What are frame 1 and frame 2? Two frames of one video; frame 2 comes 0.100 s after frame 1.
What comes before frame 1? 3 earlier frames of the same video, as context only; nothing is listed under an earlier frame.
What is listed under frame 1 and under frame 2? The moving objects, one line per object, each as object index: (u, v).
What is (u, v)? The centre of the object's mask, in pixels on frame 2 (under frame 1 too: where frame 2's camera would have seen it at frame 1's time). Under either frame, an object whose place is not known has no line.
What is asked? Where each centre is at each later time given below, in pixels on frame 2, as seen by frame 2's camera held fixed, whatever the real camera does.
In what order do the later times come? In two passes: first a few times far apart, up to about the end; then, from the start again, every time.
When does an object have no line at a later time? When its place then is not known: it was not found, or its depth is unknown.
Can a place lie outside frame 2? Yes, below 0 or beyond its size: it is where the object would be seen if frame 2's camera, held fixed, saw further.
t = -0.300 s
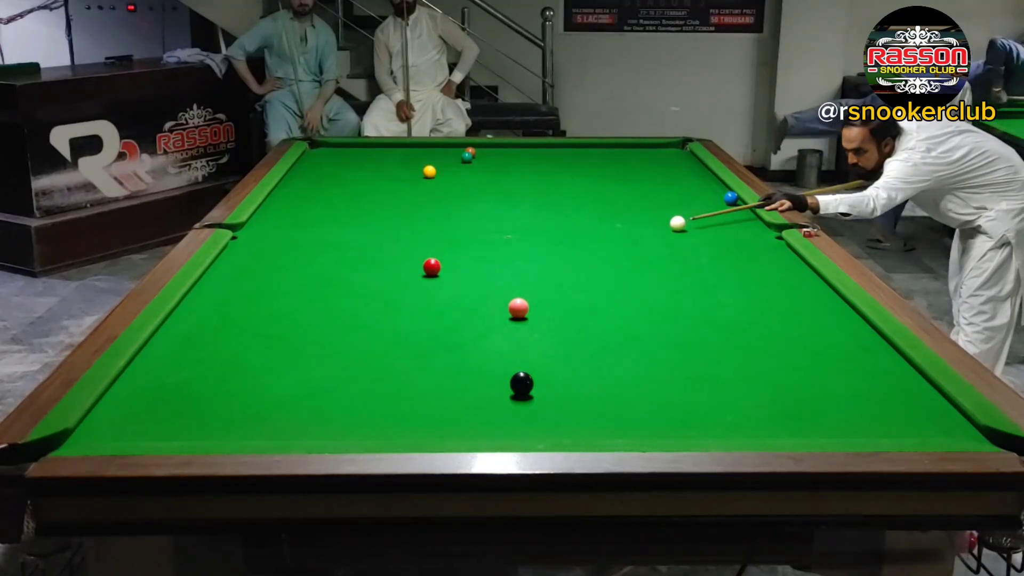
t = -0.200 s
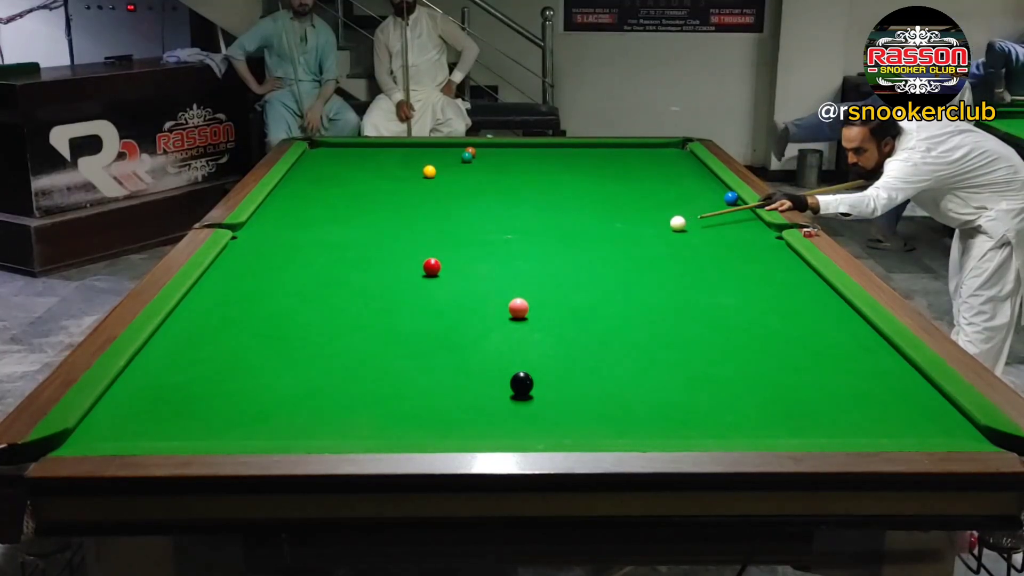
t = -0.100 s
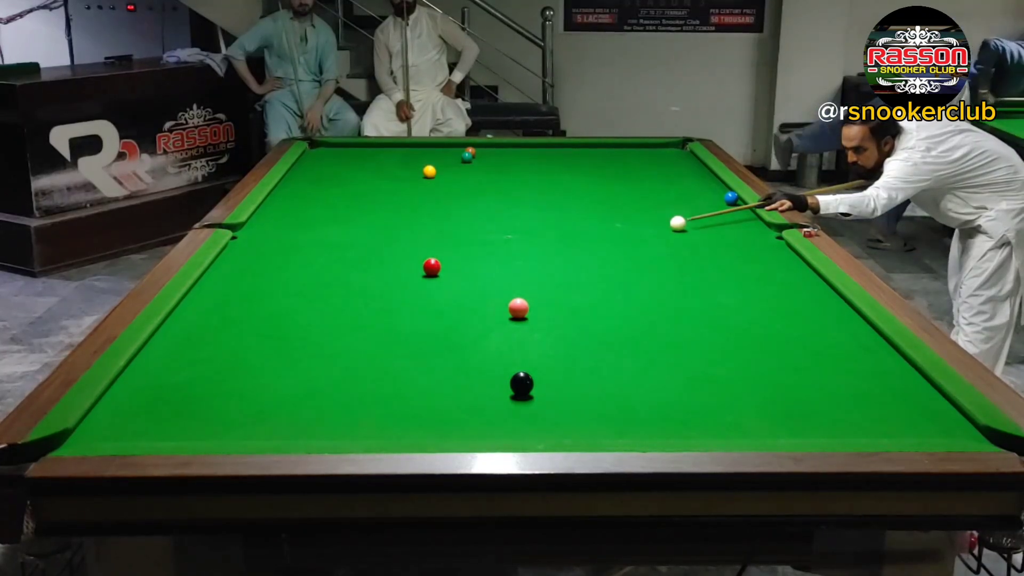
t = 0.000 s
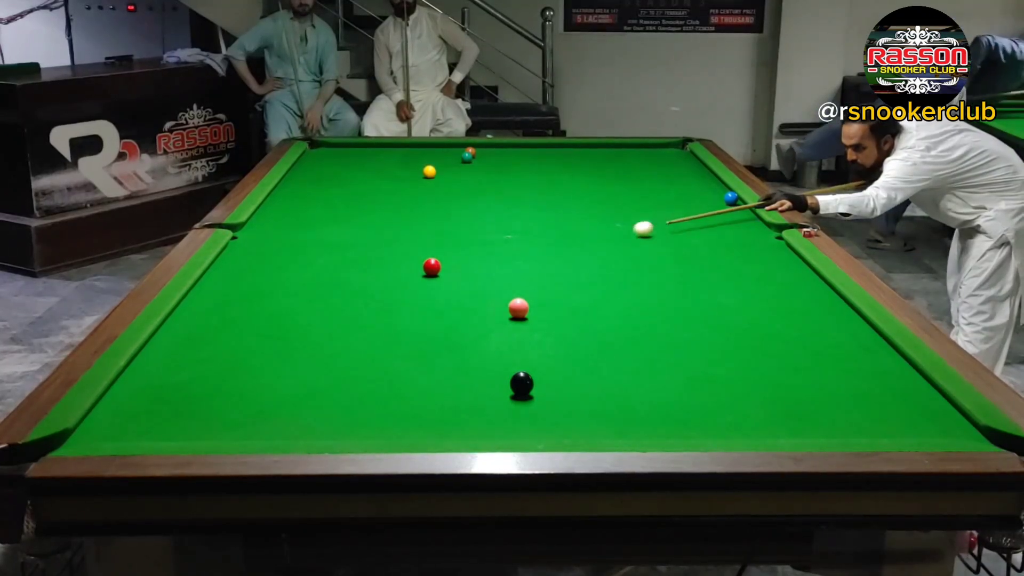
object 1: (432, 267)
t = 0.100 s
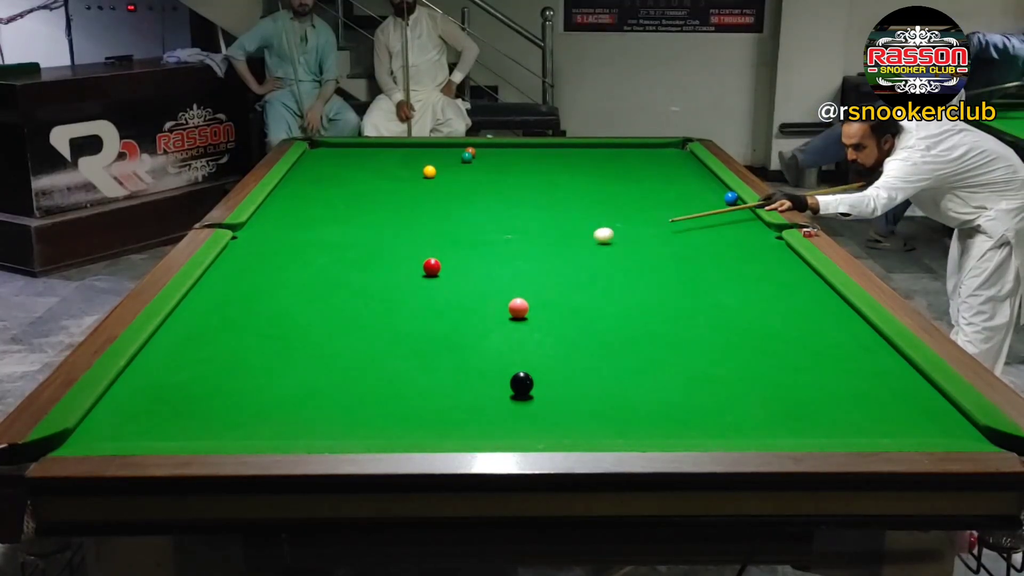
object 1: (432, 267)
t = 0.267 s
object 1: (432, 267)
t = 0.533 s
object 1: (421, 273)
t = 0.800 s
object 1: (380, 294)
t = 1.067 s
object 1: (335, 317)
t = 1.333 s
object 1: (288, 341)
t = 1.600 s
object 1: (236, 368)
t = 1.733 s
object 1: (209, 382)
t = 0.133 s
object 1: (432, 267)
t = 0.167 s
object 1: (432, 267)
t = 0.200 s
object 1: (432, 267)
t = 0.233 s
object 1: (432, 267)
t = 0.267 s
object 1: (432, 267)
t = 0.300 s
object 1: (432, 267)
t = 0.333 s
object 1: (432, 267)
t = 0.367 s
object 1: (432, 267)
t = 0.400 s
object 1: (432, 267)
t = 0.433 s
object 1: (432, 267)
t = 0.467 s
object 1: (431, 267)
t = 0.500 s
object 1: (427, 270)
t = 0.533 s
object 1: (421, 273)
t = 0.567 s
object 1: (416, 275)
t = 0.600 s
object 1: (411, 278)
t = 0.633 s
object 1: (406, 281)
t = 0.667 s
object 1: (401, 283)
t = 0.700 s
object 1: (396, 286)
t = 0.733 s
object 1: (390, 289)
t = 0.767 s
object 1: (385, 291)
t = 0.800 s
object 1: (380, 294)
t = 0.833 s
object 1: (374, 297)
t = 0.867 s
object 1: (369, 300)
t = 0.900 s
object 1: (363, 302)
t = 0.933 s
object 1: (358, 305)
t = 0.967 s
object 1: (352, 308)
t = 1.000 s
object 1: (347, 311)
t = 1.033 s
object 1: (341, 314)
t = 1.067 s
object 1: (335, 317)
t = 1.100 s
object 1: (330, 320)
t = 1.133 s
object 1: (324, 323)
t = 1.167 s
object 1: (318, 326)
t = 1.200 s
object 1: (312, 329)
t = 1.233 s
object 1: (306, 332)
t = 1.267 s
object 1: (300, 335)
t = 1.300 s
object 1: (294, 338)
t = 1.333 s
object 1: (288, 341)
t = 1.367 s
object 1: (282, 345)
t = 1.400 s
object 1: (275, 348)
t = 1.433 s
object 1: (269, 351)
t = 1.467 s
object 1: (262, 354)
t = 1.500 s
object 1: (256, 358)
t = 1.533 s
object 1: (249, 361)
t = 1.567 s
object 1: (242, 364)
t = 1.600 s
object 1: (236, 368)
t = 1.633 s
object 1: (229, 371)
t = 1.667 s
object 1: (222, 375)
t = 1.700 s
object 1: (215, 378)
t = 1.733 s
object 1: (209, 382)
